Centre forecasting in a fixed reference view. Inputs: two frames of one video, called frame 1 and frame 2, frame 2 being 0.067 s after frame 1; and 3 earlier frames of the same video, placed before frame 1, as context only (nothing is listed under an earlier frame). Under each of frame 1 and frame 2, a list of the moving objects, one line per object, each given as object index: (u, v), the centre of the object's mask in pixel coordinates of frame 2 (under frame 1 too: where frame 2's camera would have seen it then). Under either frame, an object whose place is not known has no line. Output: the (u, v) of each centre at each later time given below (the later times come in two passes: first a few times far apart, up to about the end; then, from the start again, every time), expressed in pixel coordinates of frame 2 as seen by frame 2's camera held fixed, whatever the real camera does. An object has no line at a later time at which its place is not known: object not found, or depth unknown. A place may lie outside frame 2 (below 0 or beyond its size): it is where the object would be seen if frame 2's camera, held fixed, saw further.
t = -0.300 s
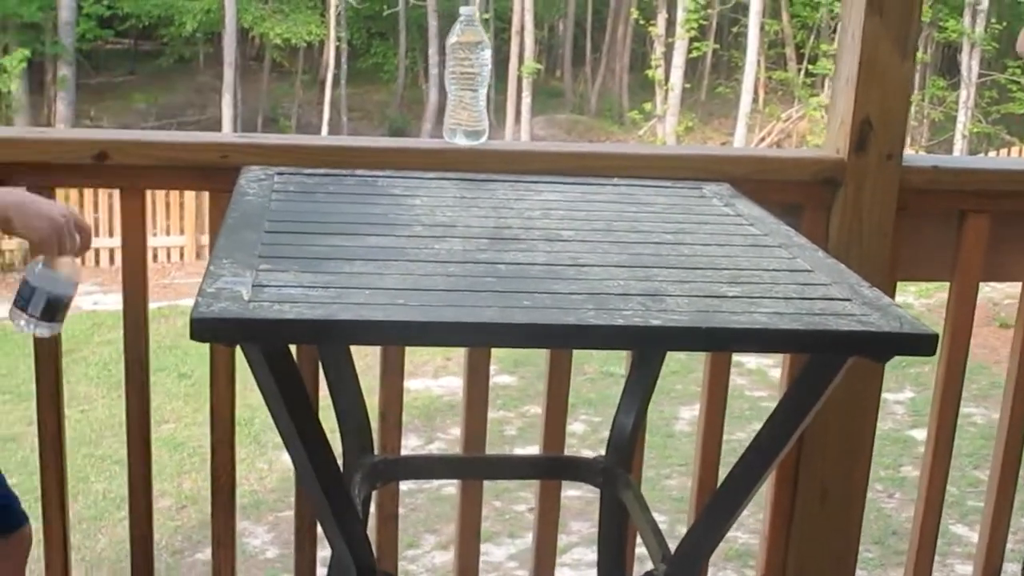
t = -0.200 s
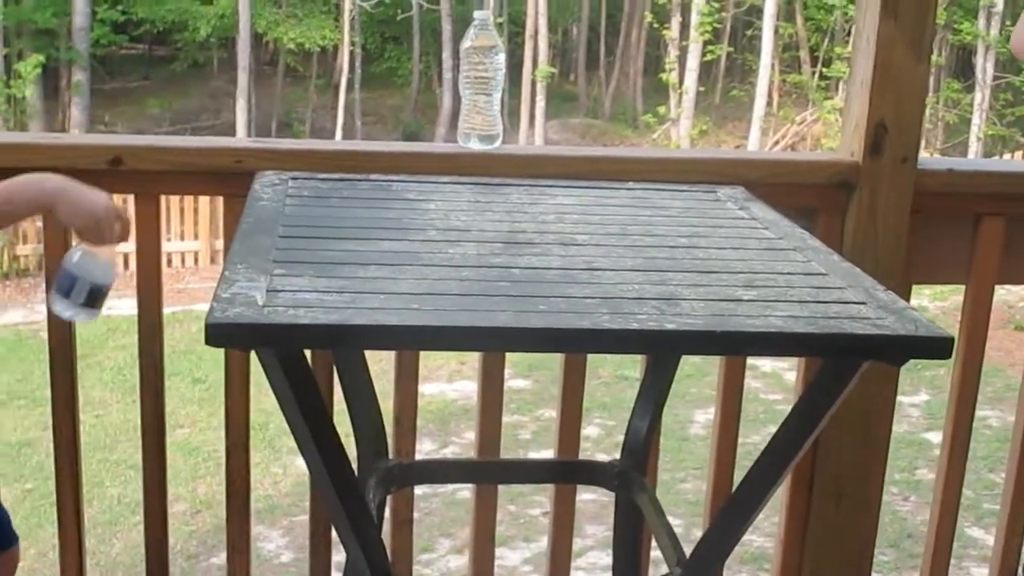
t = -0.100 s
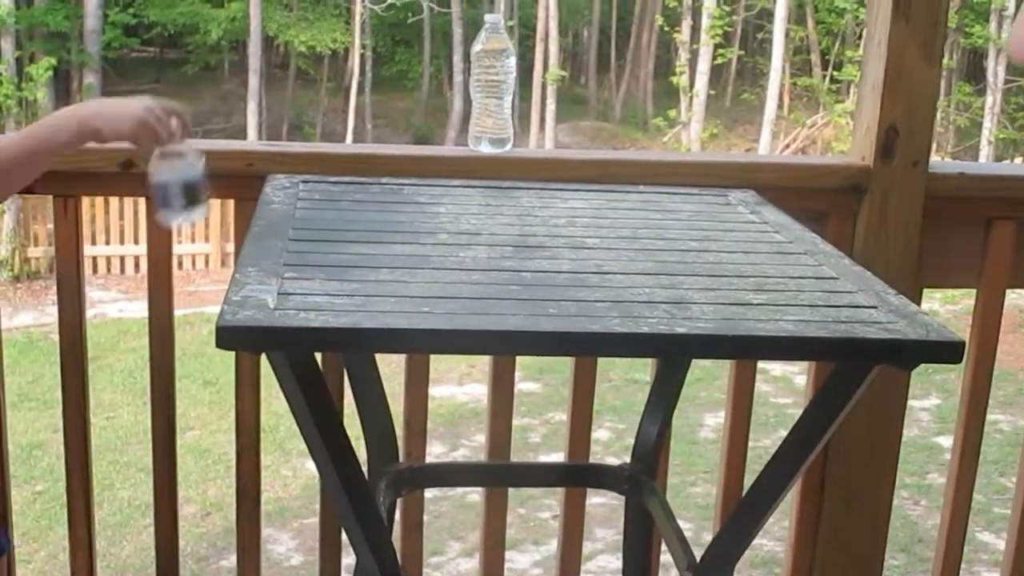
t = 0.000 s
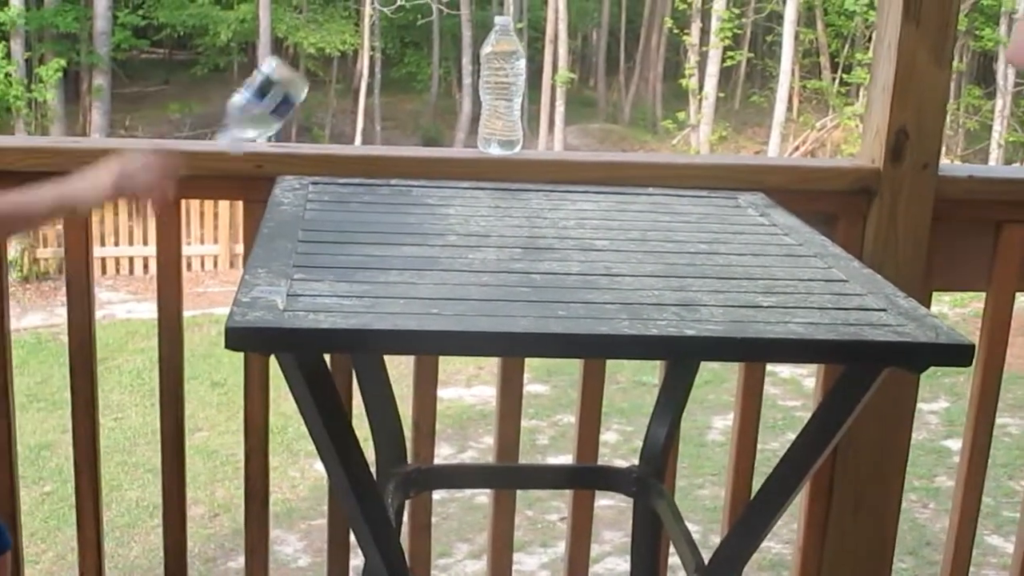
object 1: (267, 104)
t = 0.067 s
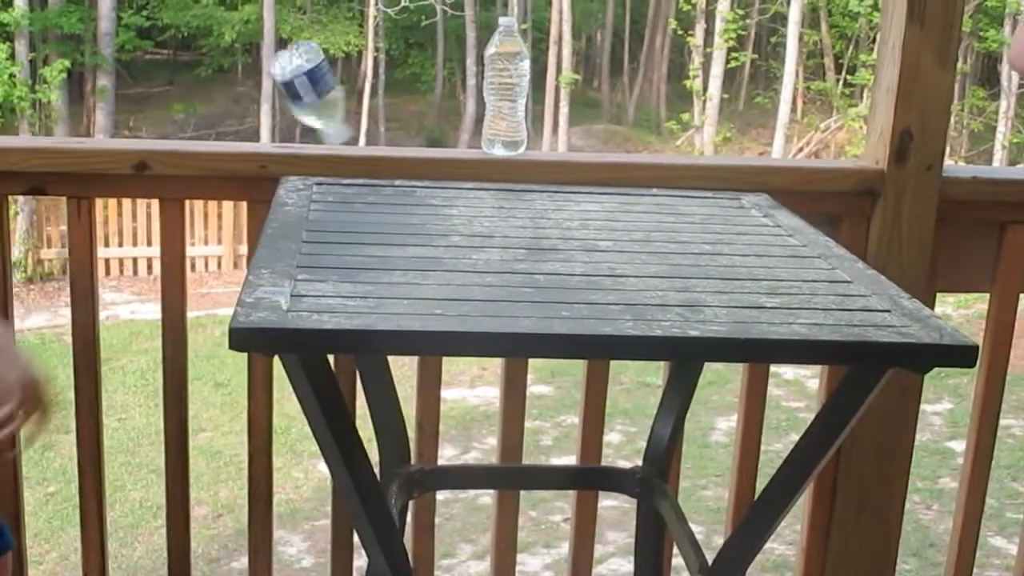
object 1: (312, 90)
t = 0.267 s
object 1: (418, 191)
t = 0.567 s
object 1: (475, 213)
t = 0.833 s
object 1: (478, 211)
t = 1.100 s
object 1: (476, 213)
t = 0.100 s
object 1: (331, 96)
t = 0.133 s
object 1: (352, 114)
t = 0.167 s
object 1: (374, 139)
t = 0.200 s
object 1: (392, 177)
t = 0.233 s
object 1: (409, 191)
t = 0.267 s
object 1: (418, 191)
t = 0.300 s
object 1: (429, 194)
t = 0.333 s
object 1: (441, 199)
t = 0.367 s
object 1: (451, 212)
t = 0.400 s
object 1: (459, 211)
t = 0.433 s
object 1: (464, 210)
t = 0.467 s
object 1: (468, 215)
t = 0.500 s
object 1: (471, 213)
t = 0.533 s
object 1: (473, 213)
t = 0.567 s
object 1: (475, 213)
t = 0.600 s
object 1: (475, 213)
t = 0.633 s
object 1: (476, 212)
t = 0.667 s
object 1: (477, 212)
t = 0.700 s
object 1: (478, 212)
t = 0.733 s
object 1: (478, 211)
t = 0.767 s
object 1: (478, 211)
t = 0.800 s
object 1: (478, 211)
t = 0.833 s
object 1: (478, 211)
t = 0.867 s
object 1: (478, 211)
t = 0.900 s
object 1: (477, 211)
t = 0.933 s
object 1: (477, 212)
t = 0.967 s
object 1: (476, 213)
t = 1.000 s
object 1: (476, 213)
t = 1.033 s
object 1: (476, 213)
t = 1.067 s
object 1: (476, 213)
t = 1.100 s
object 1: (476, 213)
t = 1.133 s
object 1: (475, 213)
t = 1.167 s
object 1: (476, 213)
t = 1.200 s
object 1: (476, 213)
